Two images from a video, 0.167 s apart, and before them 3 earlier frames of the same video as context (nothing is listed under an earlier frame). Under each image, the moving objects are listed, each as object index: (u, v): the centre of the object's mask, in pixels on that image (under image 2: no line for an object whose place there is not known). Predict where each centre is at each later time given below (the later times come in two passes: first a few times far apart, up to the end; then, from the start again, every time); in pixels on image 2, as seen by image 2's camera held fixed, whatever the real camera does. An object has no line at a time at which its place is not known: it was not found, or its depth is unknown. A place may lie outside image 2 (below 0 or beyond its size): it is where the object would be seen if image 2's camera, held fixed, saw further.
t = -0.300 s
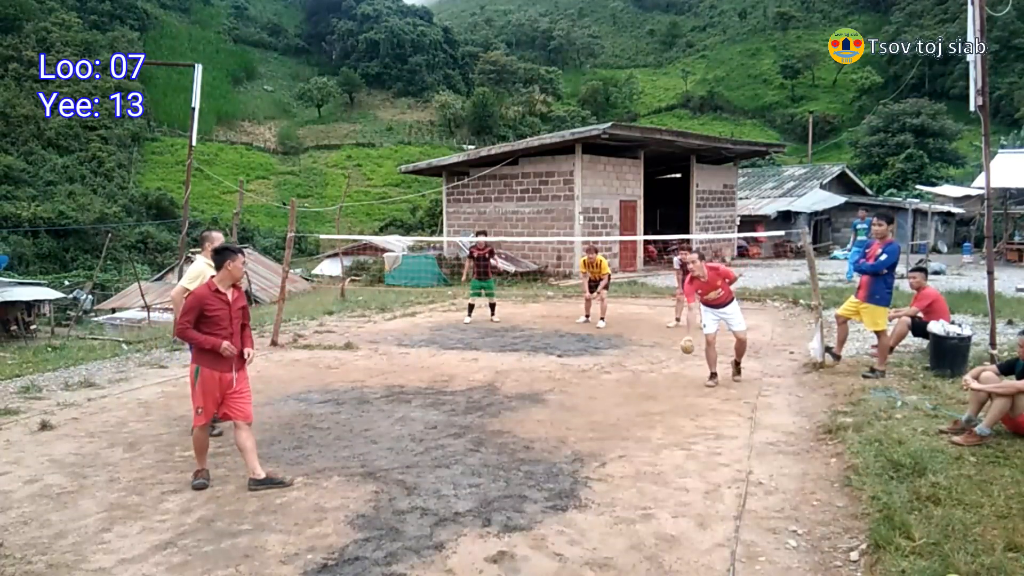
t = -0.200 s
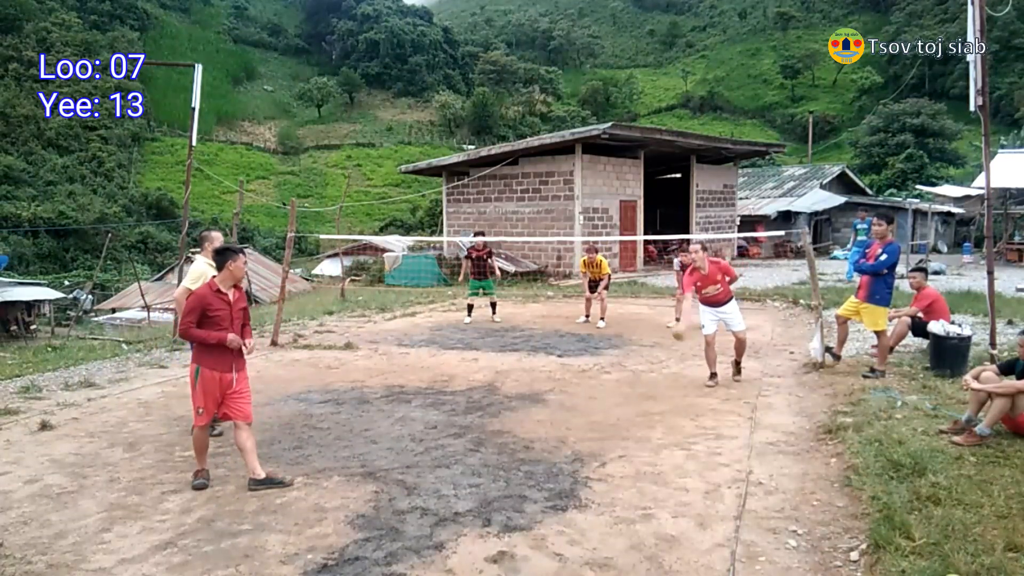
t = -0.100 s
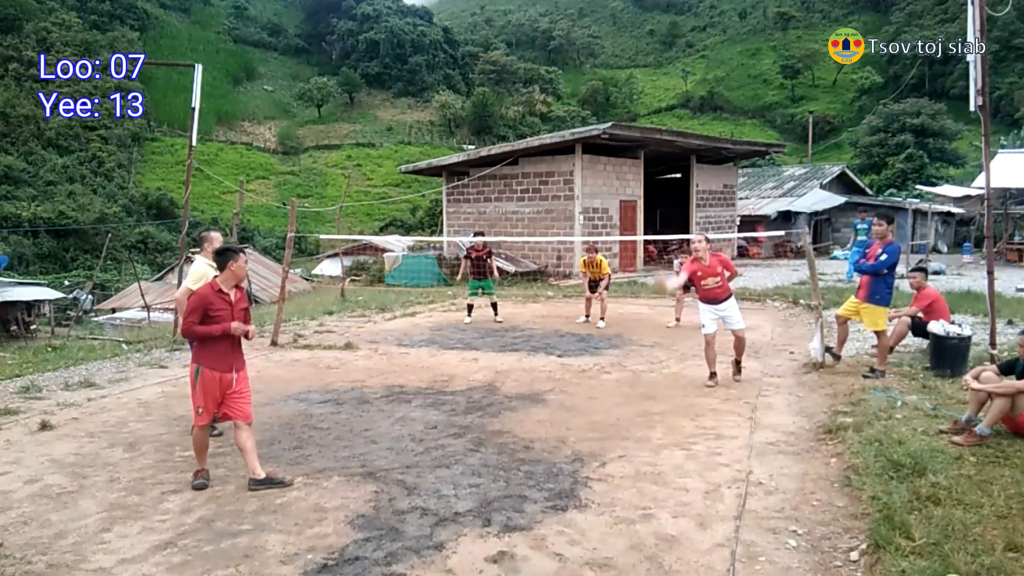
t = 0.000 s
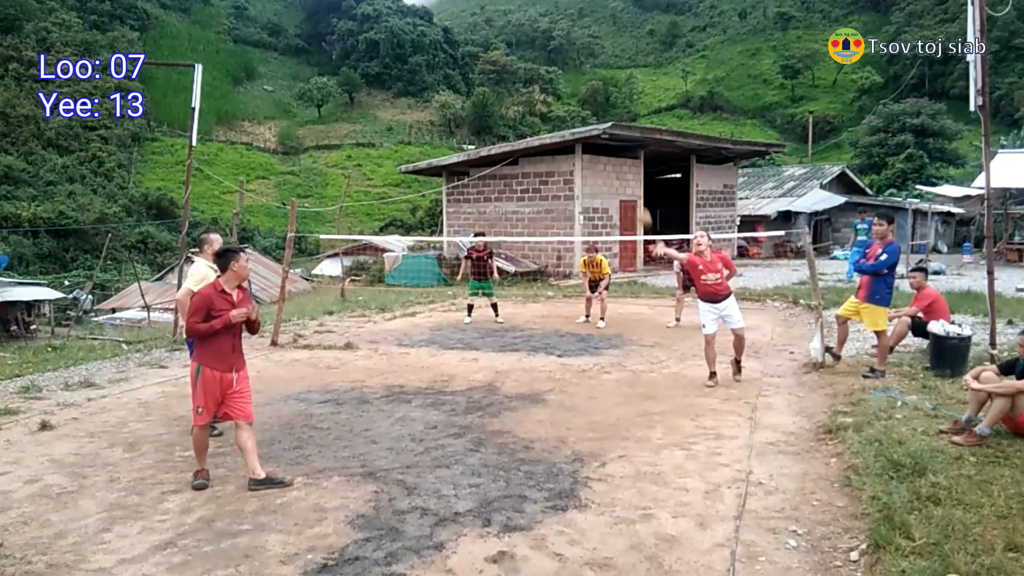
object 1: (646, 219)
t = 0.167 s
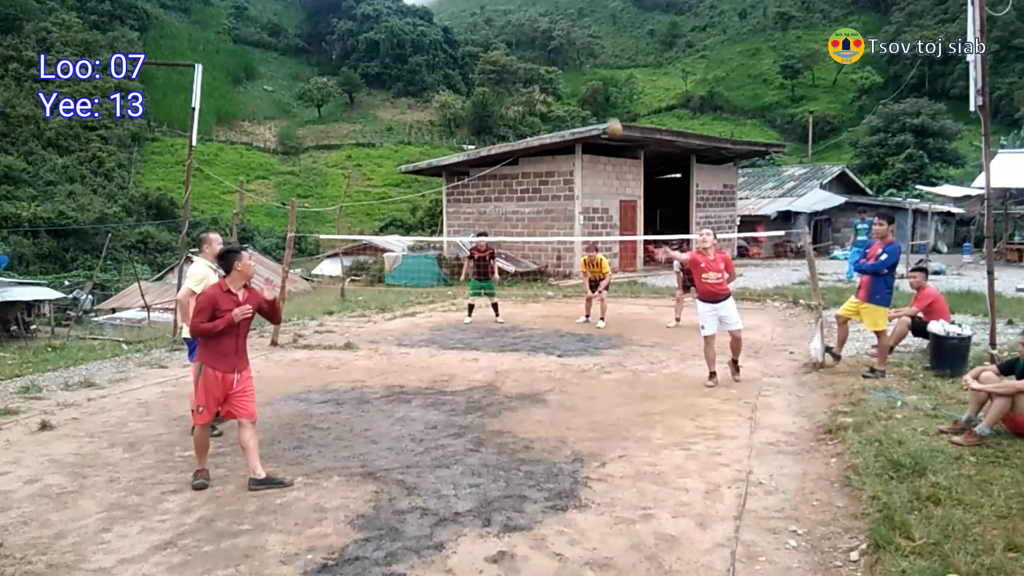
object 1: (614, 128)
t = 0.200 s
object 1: (608, 112)
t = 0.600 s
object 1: (518, 8)
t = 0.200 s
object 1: (608, 112)
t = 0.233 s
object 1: (601, 98)
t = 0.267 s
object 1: (594, 84)
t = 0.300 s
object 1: (588, 71)
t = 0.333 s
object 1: (581, 60)
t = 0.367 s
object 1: (573, 49)
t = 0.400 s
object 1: (566, 40)
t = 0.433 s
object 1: (559, 31)
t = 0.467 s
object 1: (551, 23)
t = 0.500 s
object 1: (543, 17)
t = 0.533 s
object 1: (535, 13)
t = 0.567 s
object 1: (527, 10)
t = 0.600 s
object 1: (518, 8)
